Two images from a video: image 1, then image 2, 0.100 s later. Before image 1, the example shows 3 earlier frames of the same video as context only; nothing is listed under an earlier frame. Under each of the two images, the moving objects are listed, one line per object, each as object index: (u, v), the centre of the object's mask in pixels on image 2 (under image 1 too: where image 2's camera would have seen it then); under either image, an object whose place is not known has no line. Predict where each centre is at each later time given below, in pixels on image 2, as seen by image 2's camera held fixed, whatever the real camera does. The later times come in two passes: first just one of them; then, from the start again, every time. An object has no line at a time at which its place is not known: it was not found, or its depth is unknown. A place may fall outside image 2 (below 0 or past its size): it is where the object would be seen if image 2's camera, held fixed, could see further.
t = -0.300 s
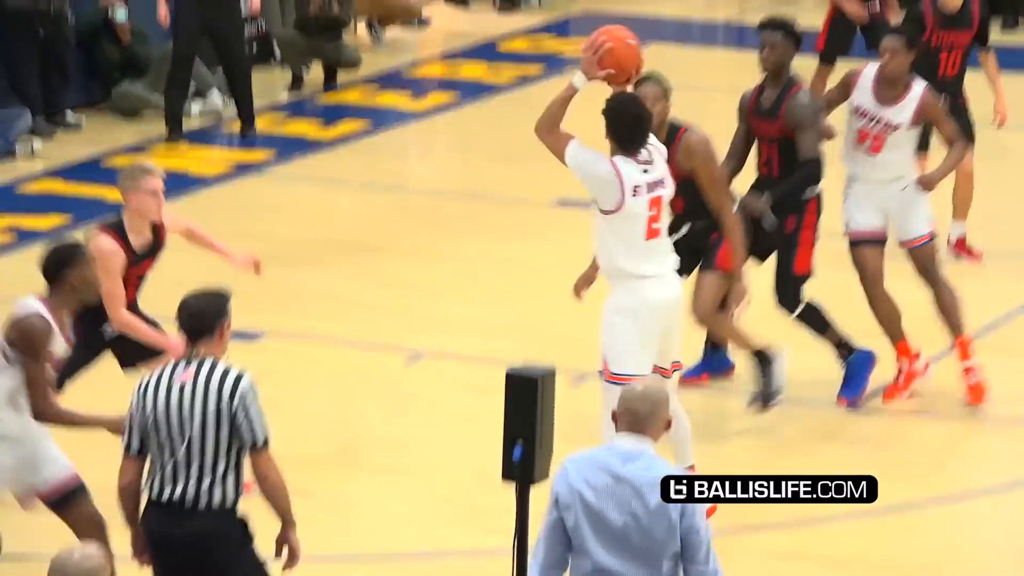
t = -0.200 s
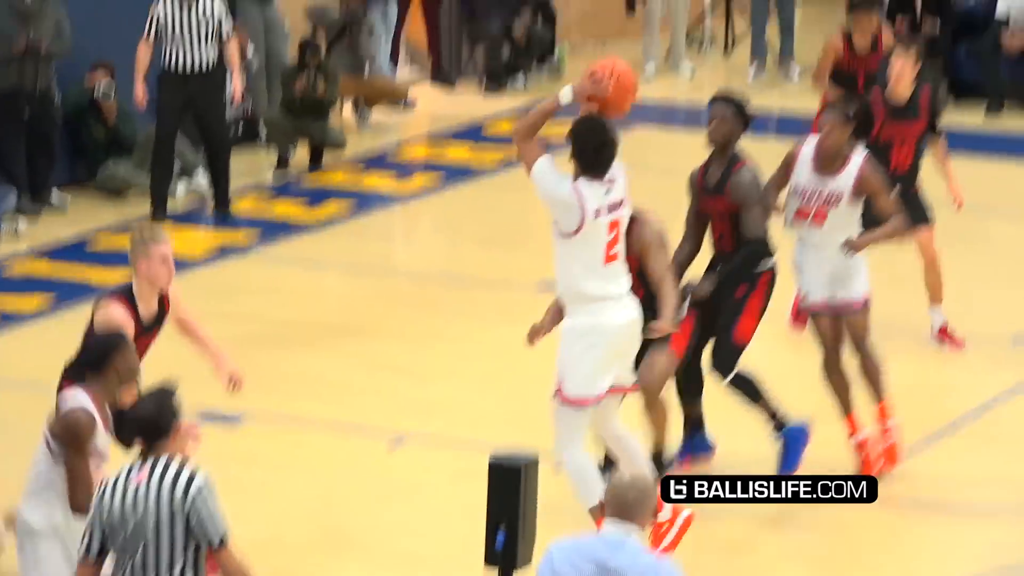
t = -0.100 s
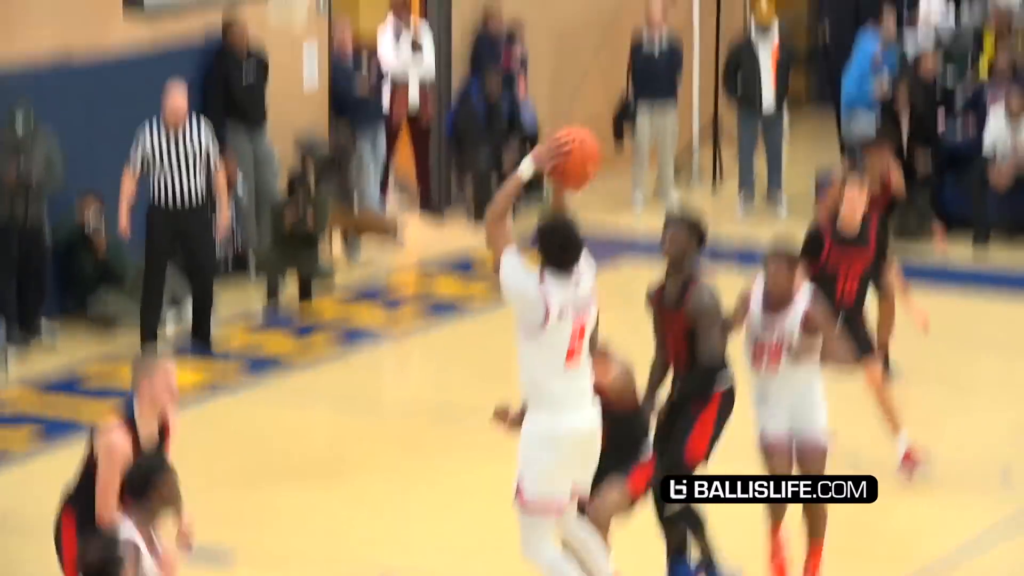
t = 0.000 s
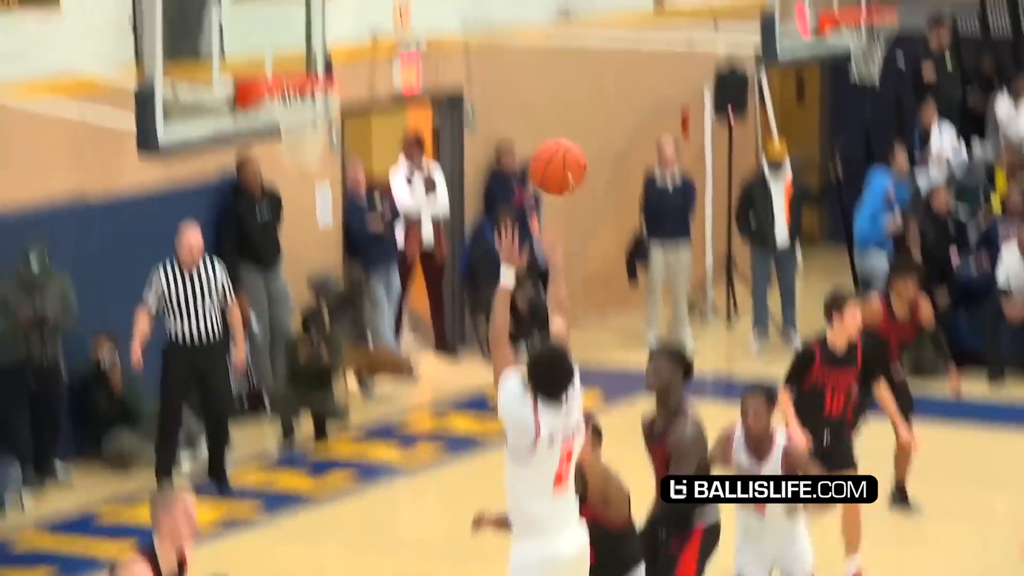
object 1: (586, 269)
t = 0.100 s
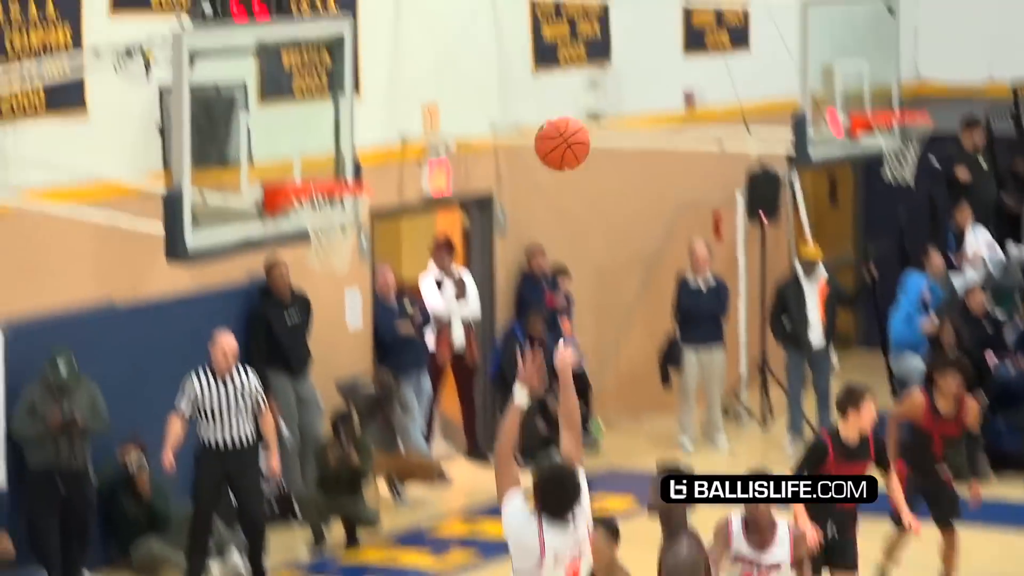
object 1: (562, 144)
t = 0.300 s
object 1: (513, -22)
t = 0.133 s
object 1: (554, 108)
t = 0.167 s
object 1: (546, 75)
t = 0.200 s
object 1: (538, 47)
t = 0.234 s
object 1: (529, 21)
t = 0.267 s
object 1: (521, -2)
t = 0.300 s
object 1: (513, -22)
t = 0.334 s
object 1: (505, -39)
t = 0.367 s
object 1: (497, -54)
